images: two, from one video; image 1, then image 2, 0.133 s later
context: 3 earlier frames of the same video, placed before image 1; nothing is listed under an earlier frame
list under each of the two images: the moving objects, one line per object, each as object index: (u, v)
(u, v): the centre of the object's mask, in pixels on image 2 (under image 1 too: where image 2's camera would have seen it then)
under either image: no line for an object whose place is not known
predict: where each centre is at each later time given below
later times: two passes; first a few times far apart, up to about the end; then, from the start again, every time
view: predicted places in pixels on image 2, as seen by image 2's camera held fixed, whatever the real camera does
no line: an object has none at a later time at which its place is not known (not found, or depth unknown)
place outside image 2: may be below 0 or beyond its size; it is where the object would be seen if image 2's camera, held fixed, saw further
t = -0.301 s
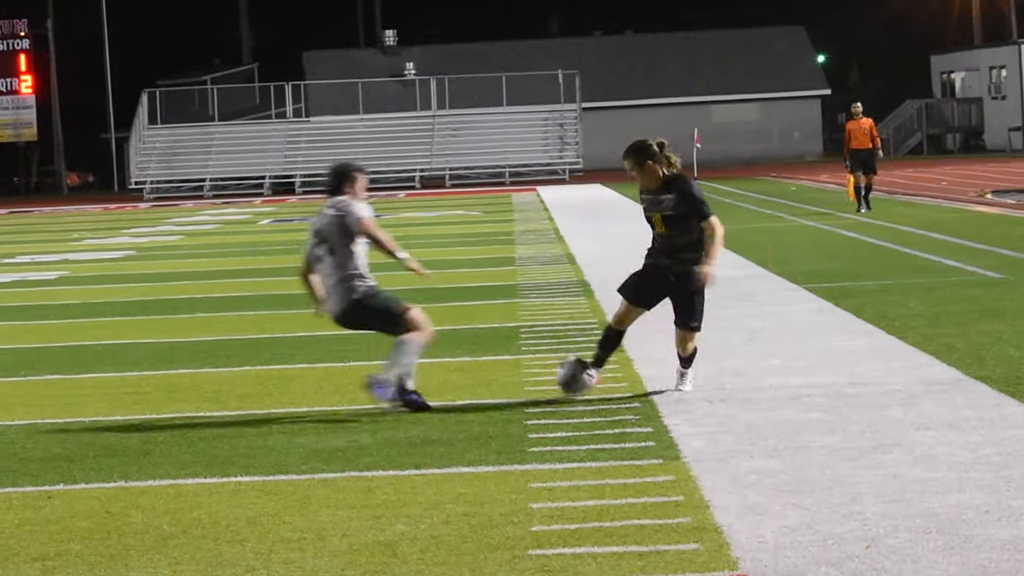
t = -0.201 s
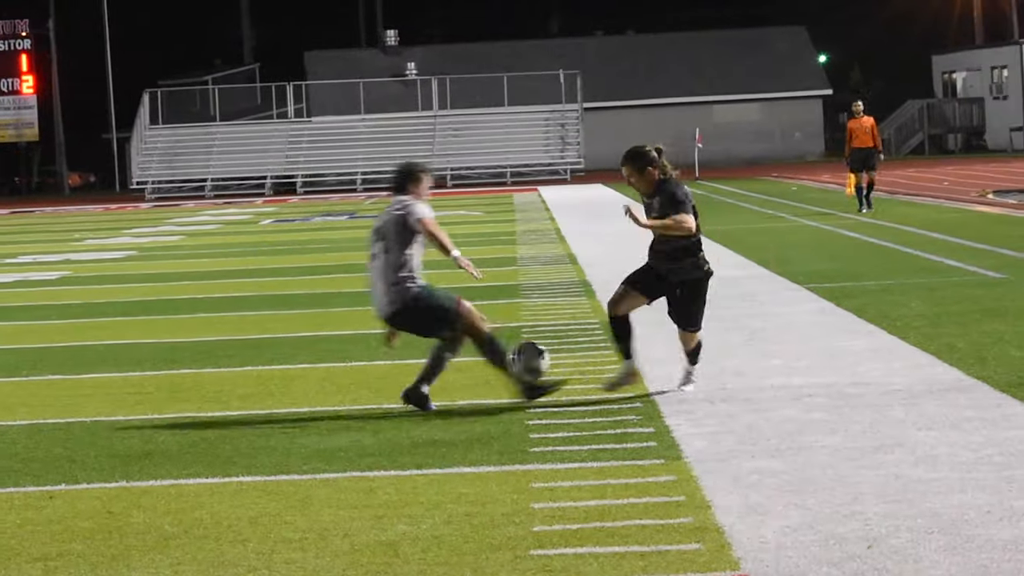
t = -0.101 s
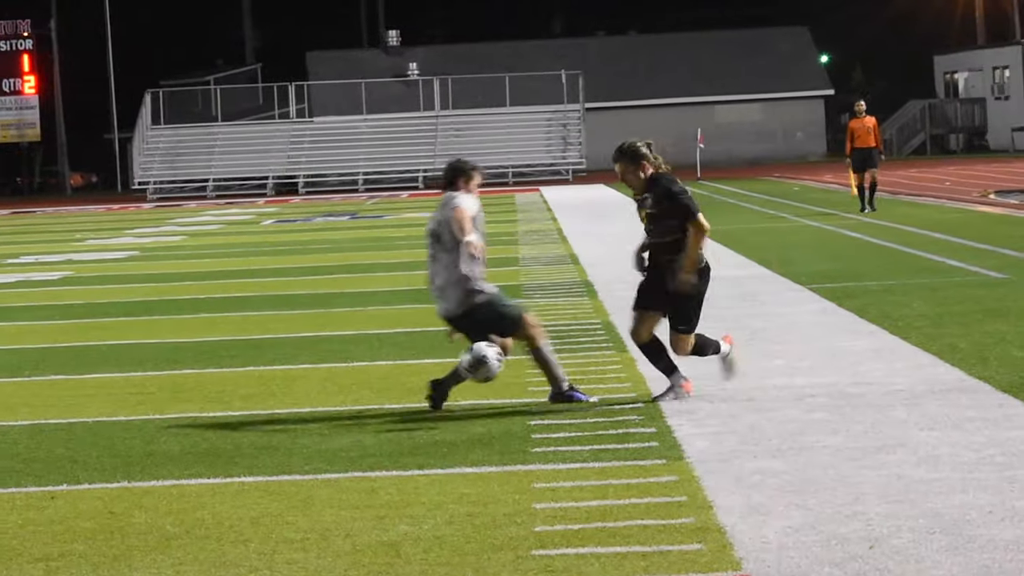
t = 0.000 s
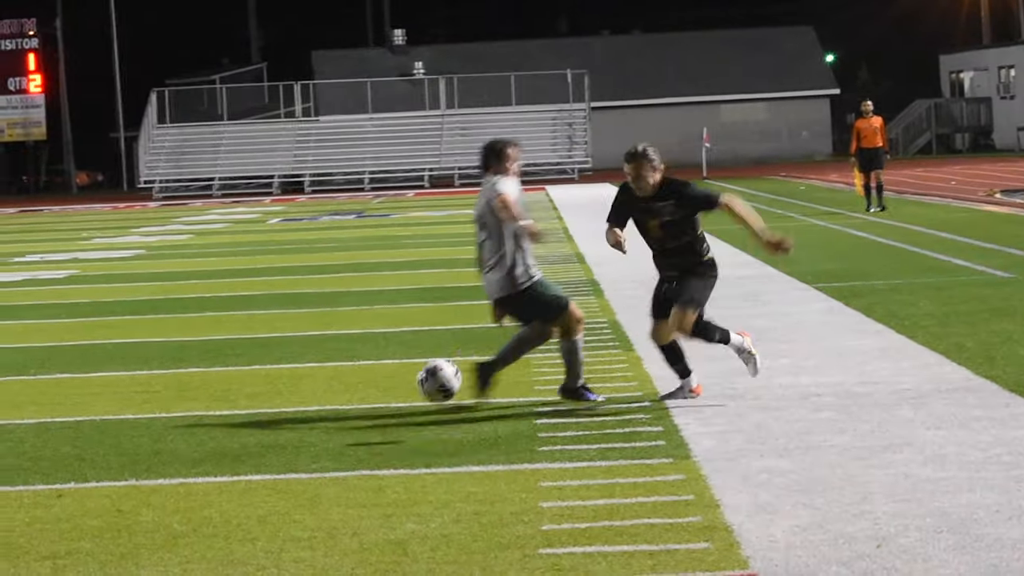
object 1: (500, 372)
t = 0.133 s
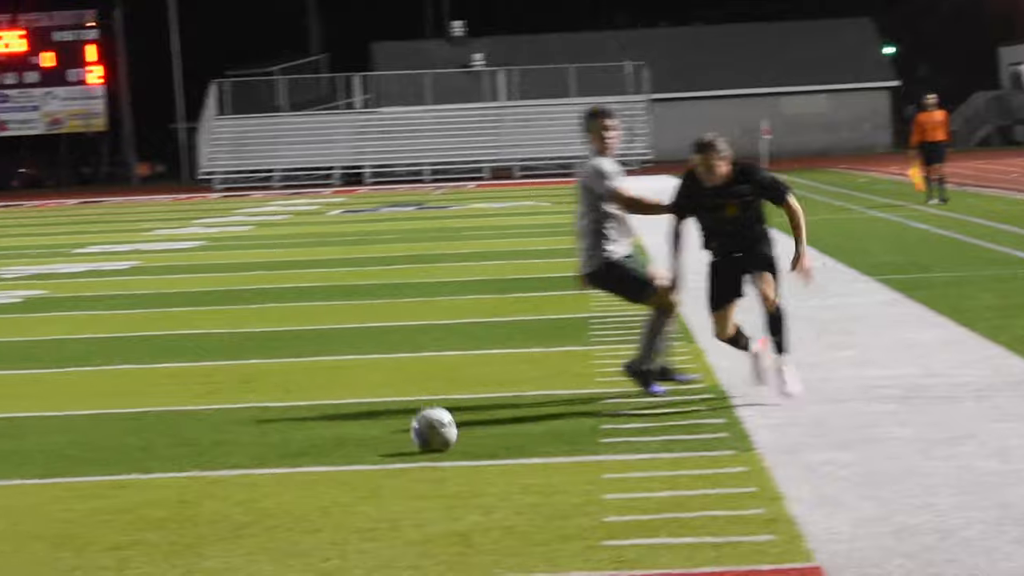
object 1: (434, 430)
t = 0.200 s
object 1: (403, 419)
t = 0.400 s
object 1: (309, 434)
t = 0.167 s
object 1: (419, 425)
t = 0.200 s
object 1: (403, 419)
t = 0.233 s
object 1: (388, 417)
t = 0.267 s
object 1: (371, 415)
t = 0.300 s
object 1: (356, 416)
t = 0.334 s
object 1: (340, 419)
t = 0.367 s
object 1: (325, 425)
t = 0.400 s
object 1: (309, 434)
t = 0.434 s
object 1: (292, 446)
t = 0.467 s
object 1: (276, 461)
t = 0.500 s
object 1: (259, 479)
